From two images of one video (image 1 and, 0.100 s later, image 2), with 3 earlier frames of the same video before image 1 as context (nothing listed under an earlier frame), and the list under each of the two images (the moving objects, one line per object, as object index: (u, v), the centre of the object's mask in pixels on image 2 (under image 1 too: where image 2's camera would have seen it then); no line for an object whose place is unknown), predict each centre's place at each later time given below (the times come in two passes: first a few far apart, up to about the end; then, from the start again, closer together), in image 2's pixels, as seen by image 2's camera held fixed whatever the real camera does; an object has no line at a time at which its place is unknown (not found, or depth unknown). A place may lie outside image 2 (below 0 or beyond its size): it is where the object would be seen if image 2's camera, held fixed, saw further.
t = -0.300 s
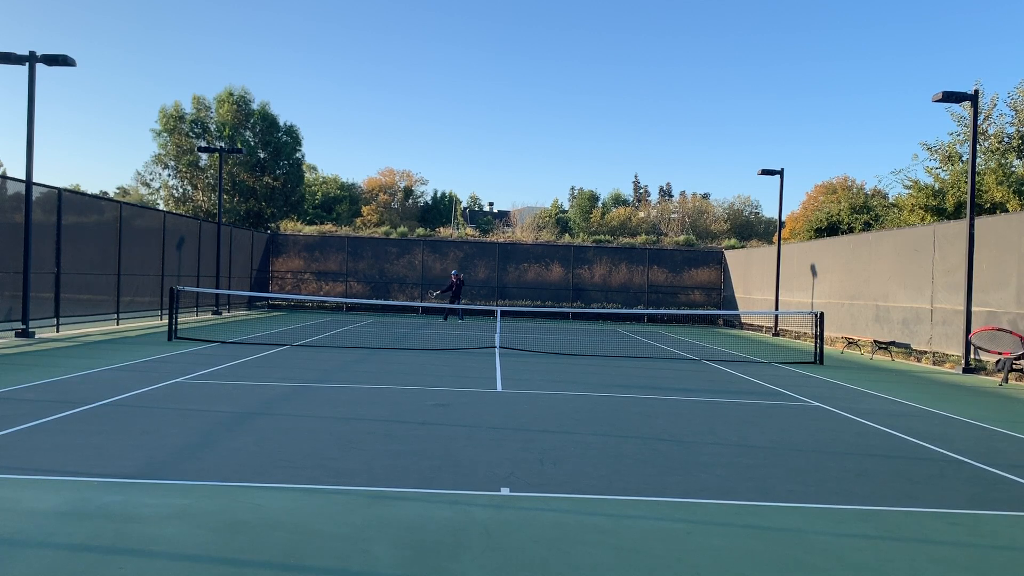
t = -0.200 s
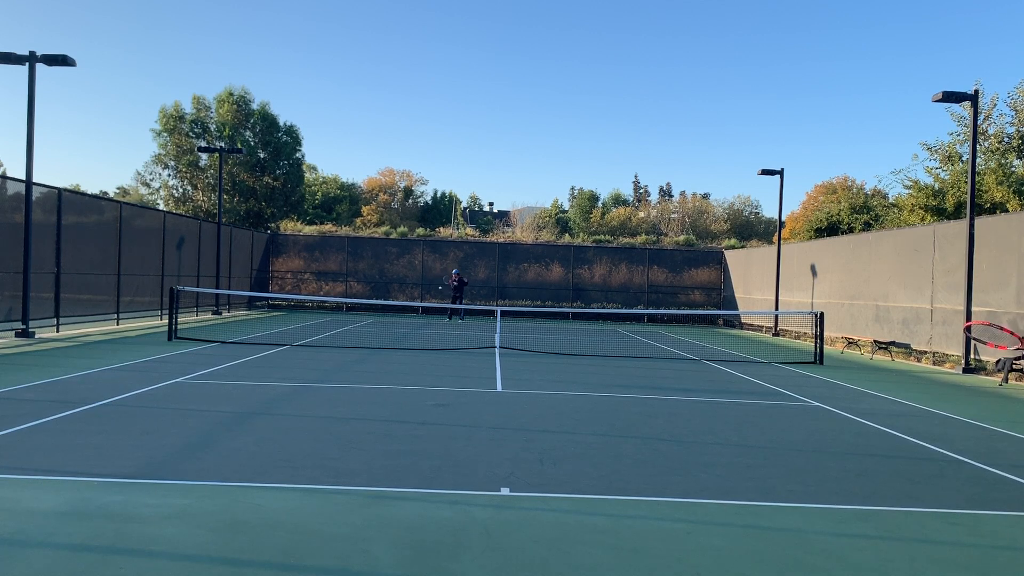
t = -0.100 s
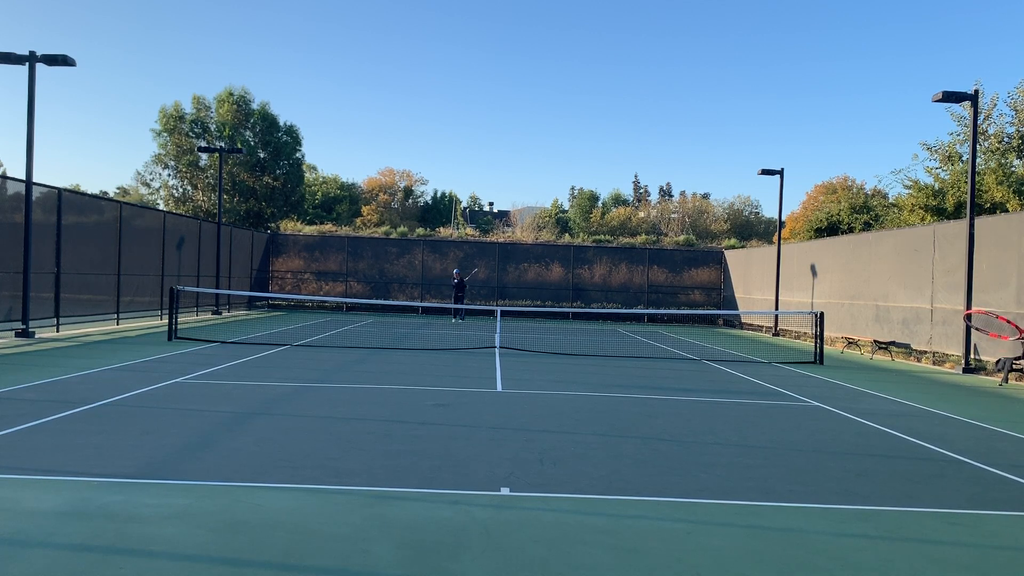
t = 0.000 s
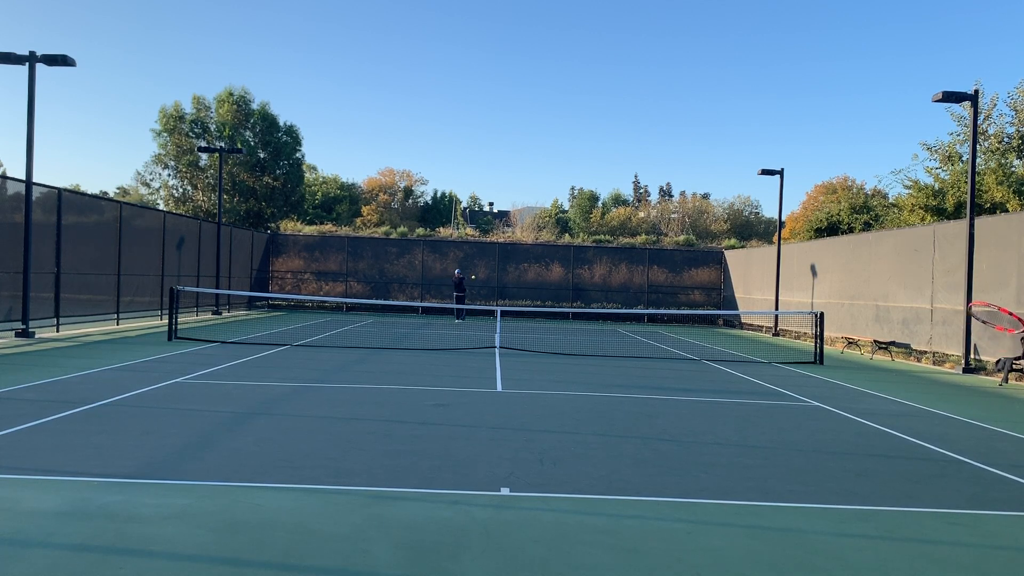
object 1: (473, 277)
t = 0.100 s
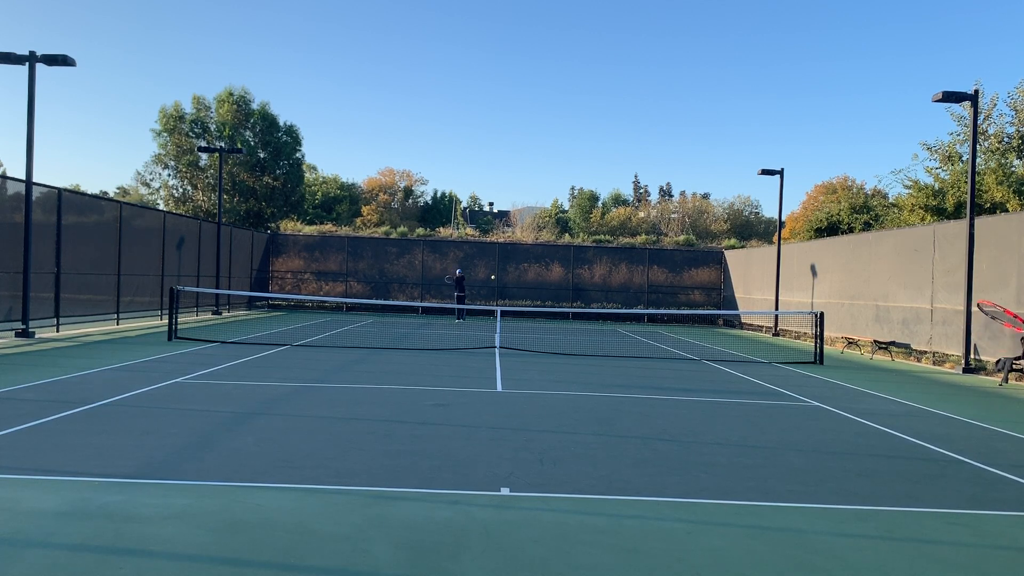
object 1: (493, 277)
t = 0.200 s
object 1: (515, 282)
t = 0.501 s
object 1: (610, 341)
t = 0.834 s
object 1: (791, 387)
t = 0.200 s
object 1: (515, 282)
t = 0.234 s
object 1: (524, 285)
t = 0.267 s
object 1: (532, 288)
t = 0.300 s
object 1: (541, 292)
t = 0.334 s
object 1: (551, 298)
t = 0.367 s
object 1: (561, 304)
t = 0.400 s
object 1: (572, 311)
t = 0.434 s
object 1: (583, 320)
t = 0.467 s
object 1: (596, 329)
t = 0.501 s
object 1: (610, 341)
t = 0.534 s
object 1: (624, 354)
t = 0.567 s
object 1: (640, 370)
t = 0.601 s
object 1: (657, 387)
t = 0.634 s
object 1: (676, 407)
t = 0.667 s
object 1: (692, 401)
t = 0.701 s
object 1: (709, 396)
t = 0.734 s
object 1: (726, 393)
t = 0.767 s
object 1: (746, 389)
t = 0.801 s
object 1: (767, 388)
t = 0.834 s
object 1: (791, 387)
